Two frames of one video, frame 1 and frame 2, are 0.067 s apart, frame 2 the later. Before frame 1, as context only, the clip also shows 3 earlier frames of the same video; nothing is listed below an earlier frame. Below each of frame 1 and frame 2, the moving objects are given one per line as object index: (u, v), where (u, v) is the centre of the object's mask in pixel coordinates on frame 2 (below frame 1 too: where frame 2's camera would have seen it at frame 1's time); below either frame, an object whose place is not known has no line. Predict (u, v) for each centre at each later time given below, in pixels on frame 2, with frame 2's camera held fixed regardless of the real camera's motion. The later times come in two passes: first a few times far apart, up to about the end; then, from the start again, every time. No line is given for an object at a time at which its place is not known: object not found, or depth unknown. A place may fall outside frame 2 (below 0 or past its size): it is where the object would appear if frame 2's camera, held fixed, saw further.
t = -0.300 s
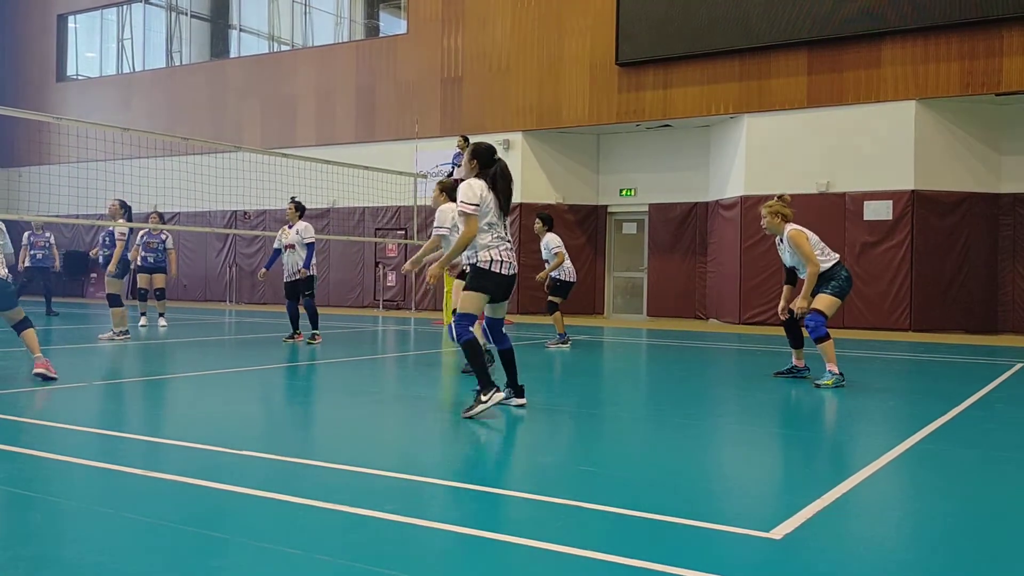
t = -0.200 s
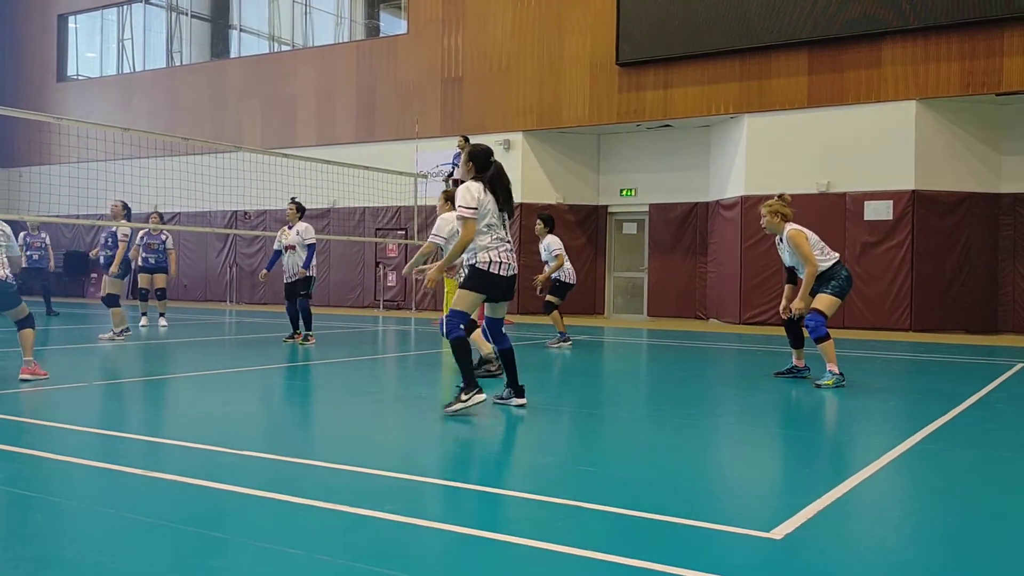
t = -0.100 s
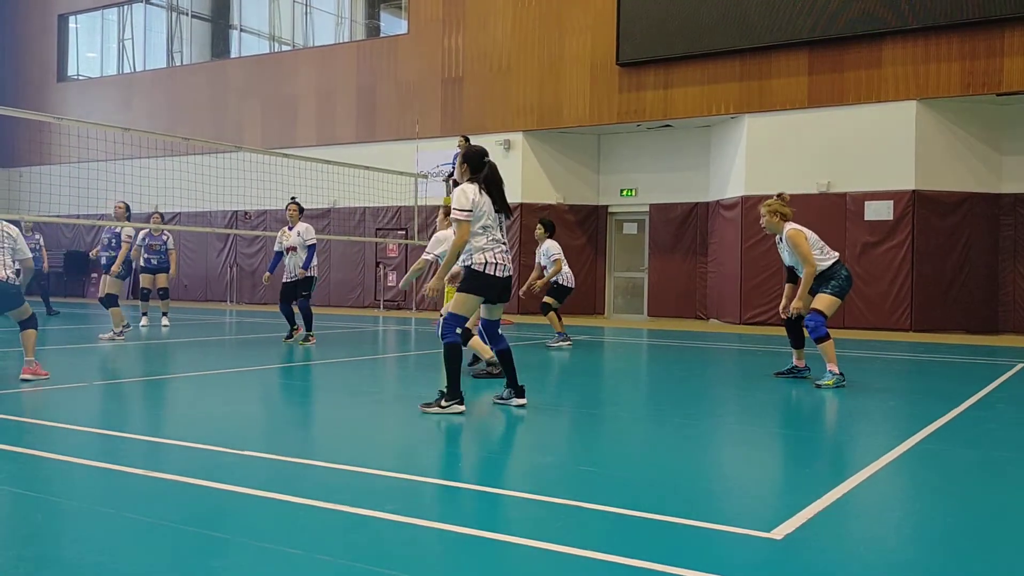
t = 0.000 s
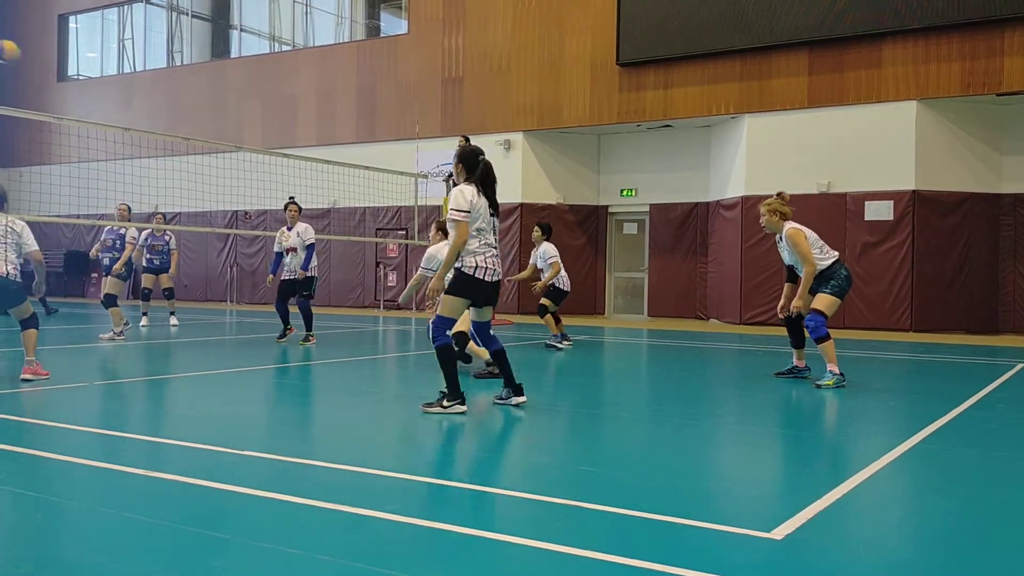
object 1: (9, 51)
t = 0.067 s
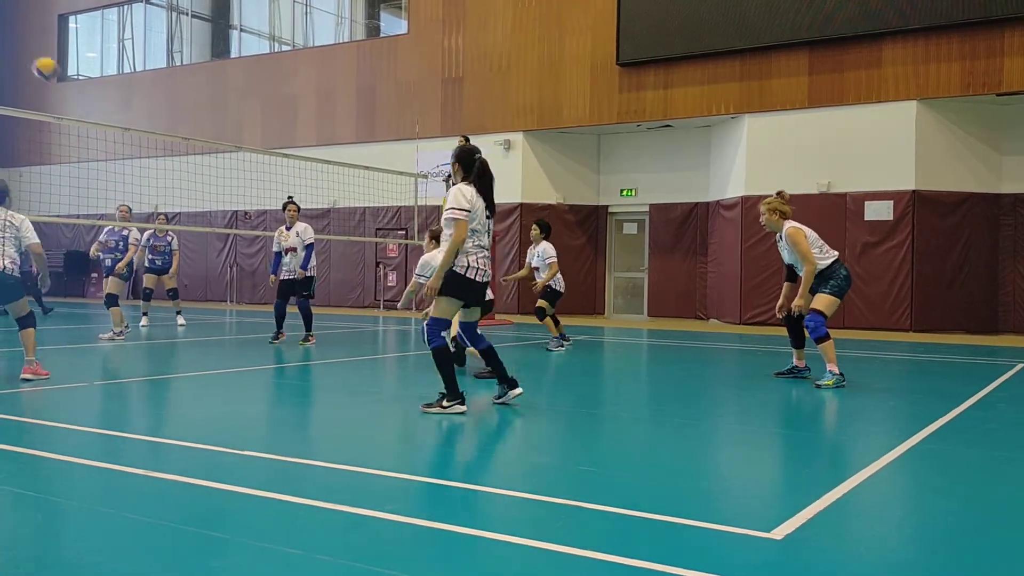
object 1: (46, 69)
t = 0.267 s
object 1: (160, 148)
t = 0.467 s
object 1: (263, 268)
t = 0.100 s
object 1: (65, 79)
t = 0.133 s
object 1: (85, 91)
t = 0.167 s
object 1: (103, 103)
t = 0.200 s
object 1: (123, 117)
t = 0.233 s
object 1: (142, 132)
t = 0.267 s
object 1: (160, 148)
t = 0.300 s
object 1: (178, 166)
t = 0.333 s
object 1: (196, 184)
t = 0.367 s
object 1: (213, 203)
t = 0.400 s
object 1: (230, 222)
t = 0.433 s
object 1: (248, 245)
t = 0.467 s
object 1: (263, 268)
